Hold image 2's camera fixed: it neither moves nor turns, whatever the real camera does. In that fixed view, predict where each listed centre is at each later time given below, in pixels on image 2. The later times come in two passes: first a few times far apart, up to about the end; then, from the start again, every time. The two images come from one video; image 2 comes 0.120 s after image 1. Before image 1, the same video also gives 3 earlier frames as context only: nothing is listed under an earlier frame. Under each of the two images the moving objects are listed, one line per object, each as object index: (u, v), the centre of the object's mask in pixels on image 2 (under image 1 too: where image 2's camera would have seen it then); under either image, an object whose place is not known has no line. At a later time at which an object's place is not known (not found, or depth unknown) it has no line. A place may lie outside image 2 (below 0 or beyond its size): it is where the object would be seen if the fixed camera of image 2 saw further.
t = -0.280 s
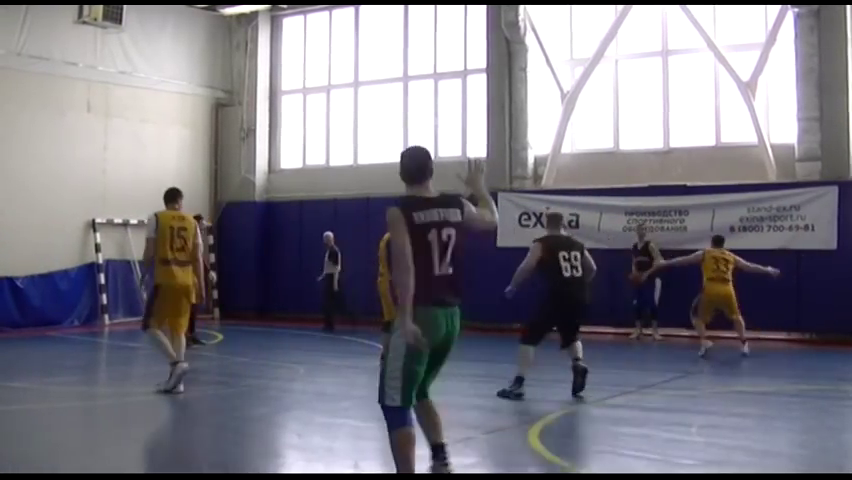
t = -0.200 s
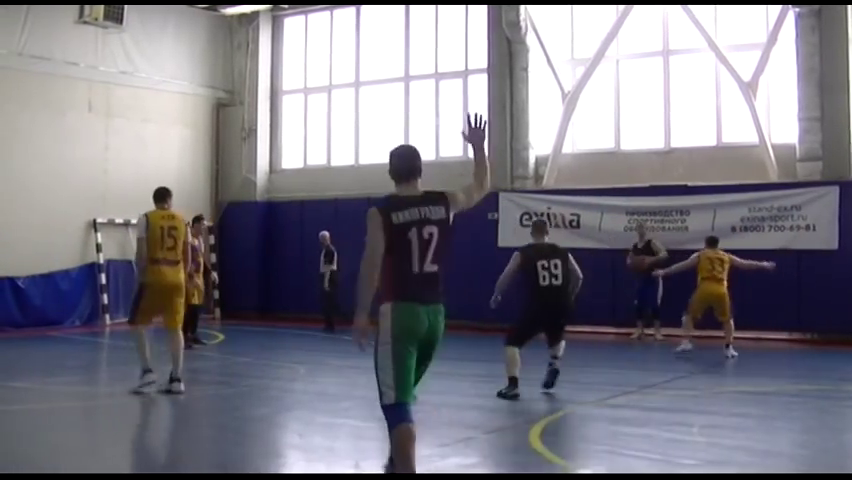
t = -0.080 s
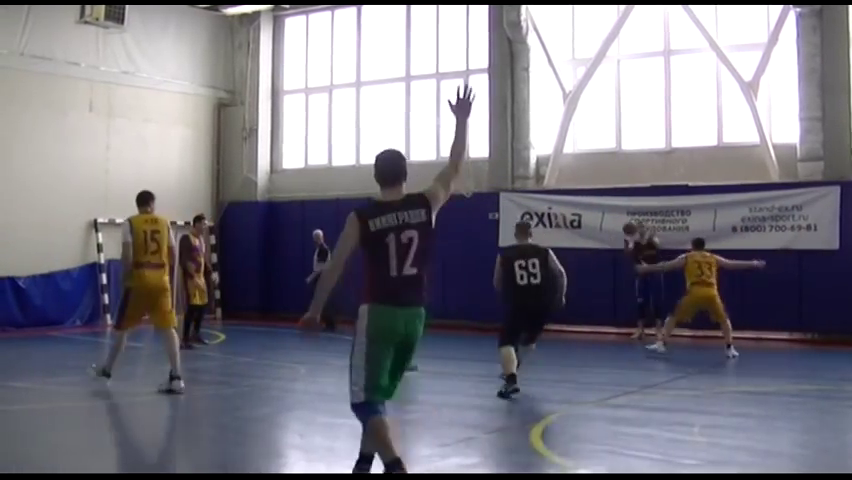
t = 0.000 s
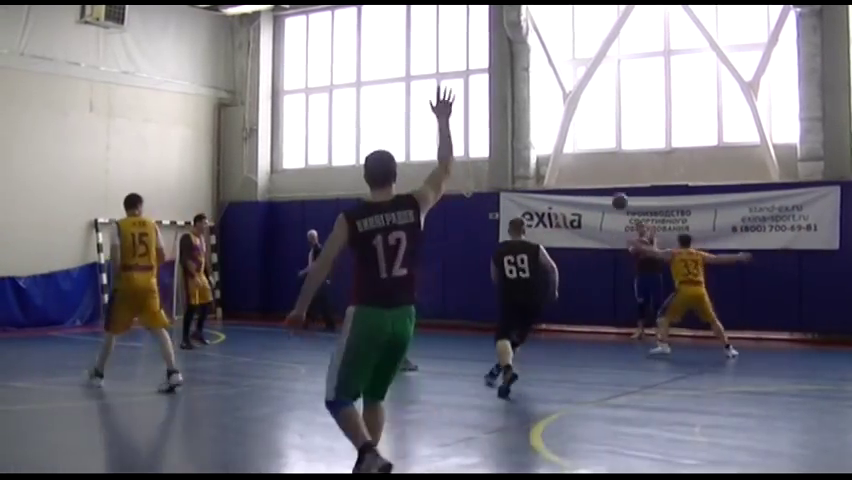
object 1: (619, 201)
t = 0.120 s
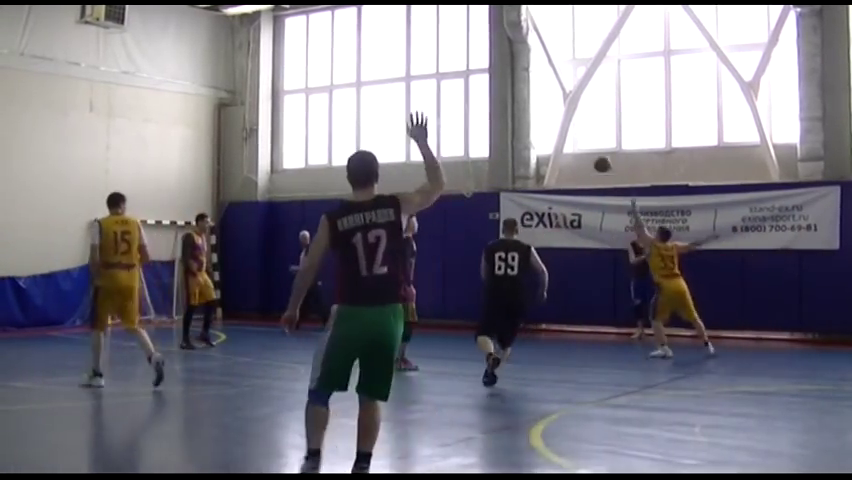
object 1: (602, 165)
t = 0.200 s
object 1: (588, 141)
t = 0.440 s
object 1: (538, 86)
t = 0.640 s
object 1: (481, 66)
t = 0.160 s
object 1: (595, 153)
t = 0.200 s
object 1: (588, 141)
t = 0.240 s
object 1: (581, 130)
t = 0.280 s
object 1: (573, 120)
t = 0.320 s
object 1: (566, 111)
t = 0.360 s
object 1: (557, 102)
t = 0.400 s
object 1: (548, 94)
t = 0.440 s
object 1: (538, 86)
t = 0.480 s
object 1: (527, 80)
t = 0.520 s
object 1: (516, 75)
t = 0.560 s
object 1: (506, 71)
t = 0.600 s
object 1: (494, 68)
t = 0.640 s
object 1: (481, 66)
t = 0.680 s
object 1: (466, 66)
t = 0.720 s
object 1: (452, 67)
